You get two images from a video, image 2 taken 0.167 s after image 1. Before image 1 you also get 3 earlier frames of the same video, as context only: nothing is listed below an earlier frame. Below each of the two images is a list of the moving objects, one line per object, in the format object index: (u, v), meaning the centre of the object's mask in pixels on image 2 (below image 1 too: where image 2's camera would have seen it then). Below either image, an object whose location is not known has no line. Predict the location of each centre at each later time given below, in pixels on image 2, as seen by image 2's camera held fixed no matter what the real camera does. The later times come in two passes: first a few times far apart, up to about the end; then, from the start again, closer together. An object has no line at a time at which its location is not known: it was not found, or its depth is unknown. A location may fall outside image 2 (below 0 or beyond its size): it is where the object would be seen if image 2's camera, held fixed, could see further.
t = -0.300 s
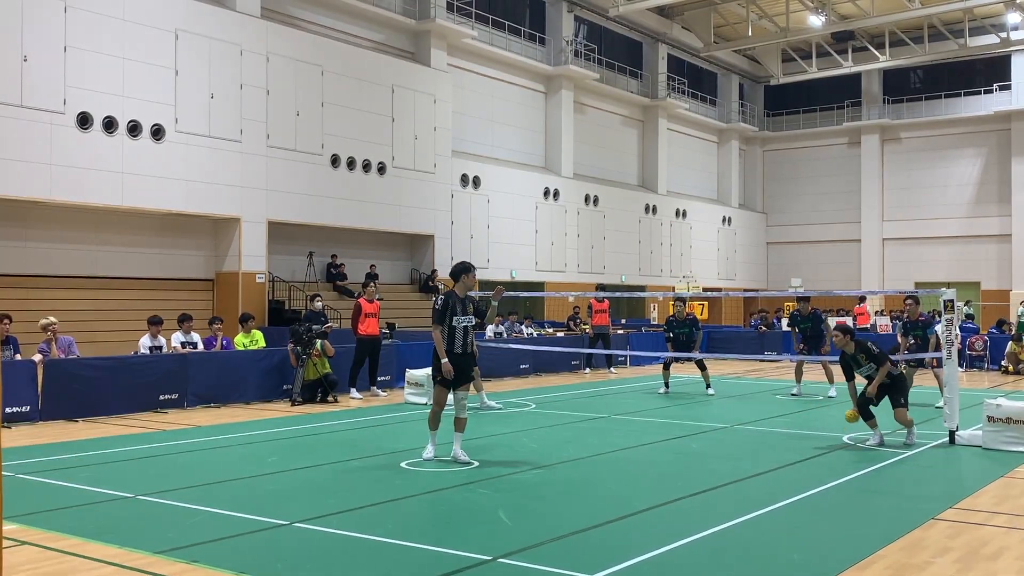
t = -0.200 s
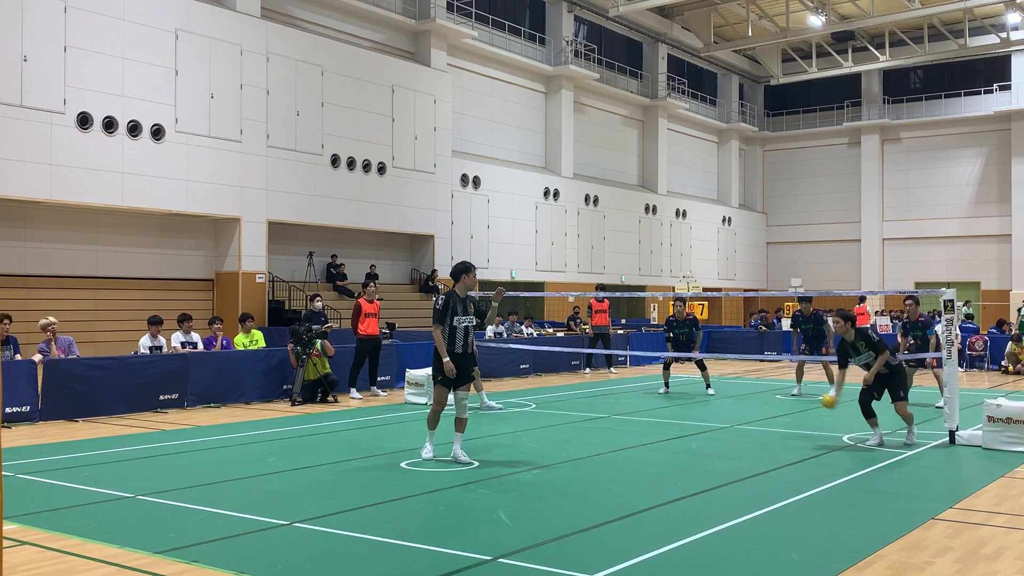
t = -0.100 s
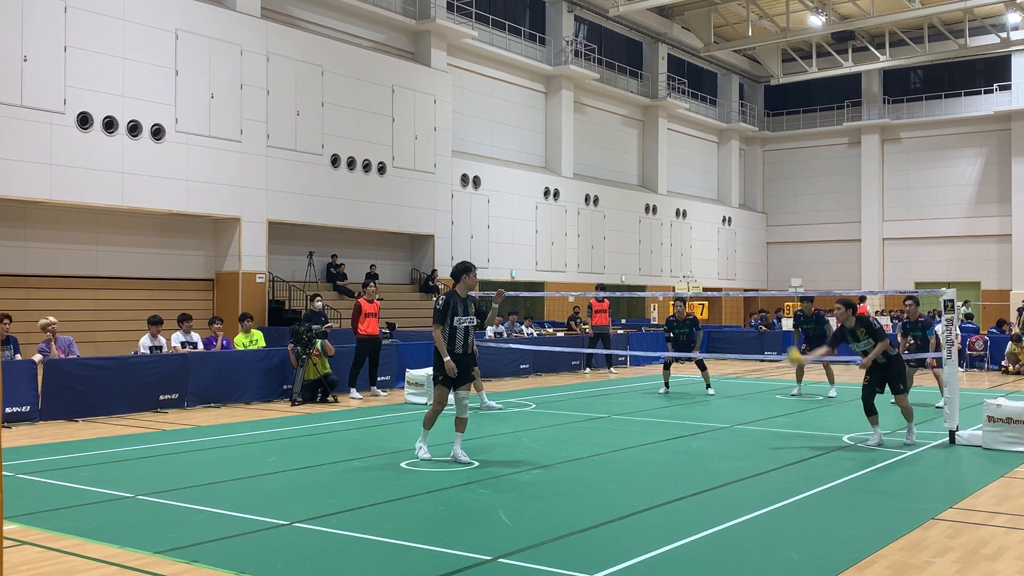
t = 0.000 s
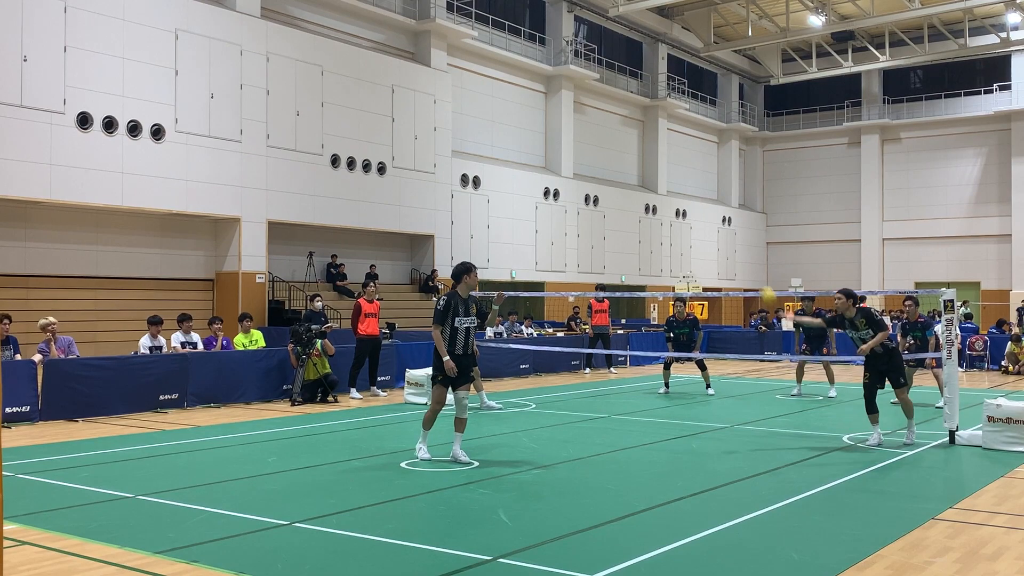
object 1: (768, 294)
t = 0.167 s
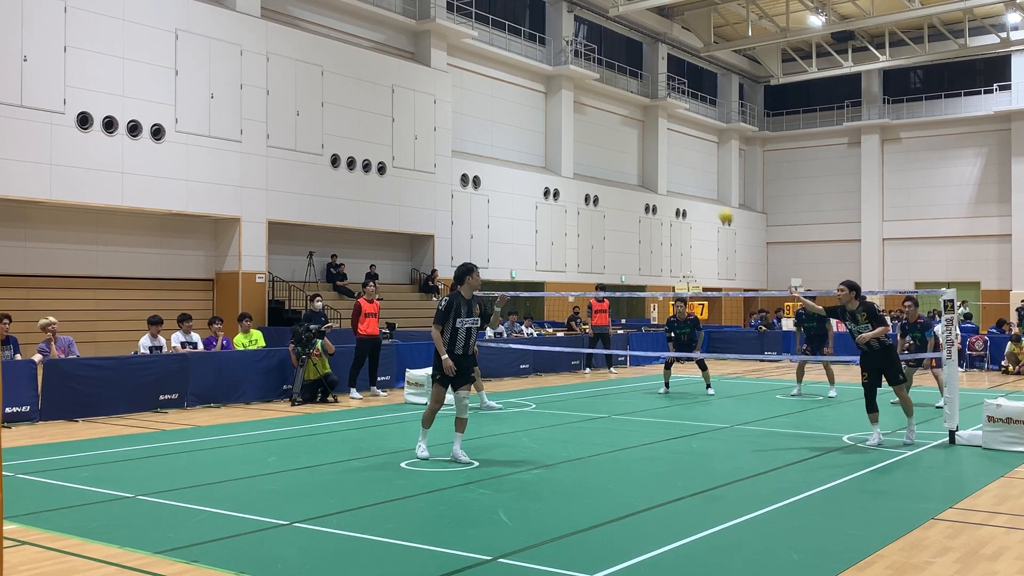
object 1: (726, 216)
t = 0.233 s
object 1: (708, 191)
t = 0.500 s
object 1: (638, 138)
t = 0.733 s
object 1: (575, 152)
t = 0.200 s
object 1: (717, 203)
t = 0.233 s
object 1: (708, 191)
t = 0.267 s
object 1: (700, 181)
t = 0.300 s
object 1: (691, 171)
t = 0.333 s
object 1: (682, 163)
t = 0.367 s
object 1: (674, 156)
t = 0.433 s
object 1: (656, 144)
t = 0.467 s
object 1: (647, 140)
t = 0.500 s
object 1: (638, 138)
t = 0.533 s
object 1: (630, 137)
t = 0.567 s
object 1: (620, 137)
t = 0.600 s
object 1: (611, 137)
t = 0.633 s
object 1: (602, 139)
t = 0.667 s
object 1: (593, 142)
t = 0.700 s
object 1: (584, 147)
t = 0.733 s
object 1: (575, 152)
